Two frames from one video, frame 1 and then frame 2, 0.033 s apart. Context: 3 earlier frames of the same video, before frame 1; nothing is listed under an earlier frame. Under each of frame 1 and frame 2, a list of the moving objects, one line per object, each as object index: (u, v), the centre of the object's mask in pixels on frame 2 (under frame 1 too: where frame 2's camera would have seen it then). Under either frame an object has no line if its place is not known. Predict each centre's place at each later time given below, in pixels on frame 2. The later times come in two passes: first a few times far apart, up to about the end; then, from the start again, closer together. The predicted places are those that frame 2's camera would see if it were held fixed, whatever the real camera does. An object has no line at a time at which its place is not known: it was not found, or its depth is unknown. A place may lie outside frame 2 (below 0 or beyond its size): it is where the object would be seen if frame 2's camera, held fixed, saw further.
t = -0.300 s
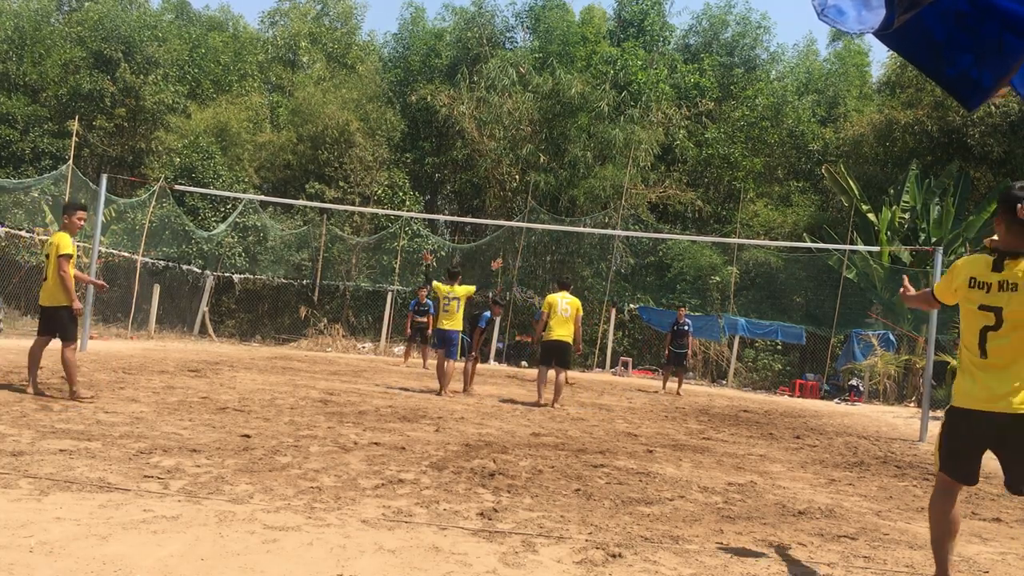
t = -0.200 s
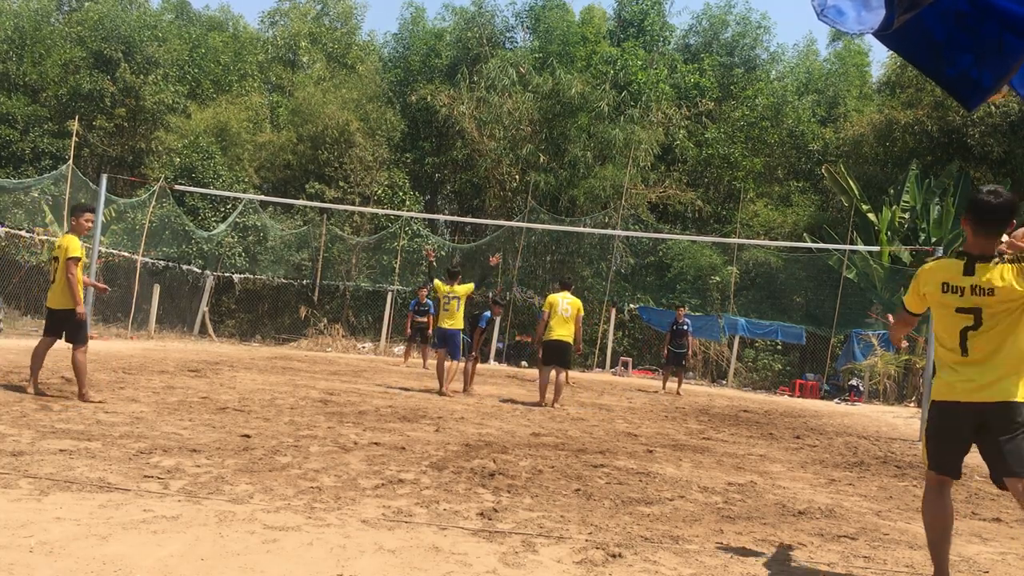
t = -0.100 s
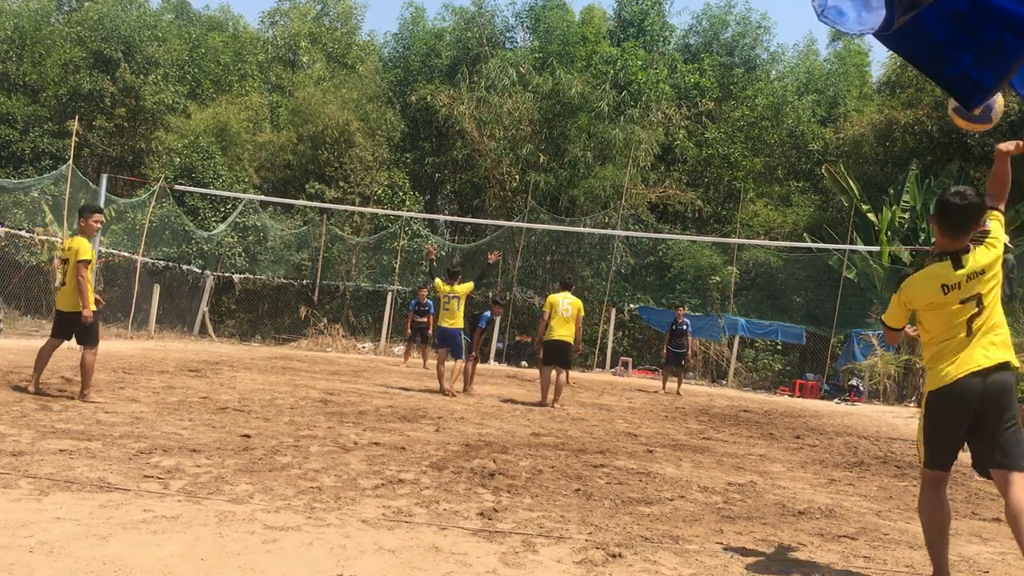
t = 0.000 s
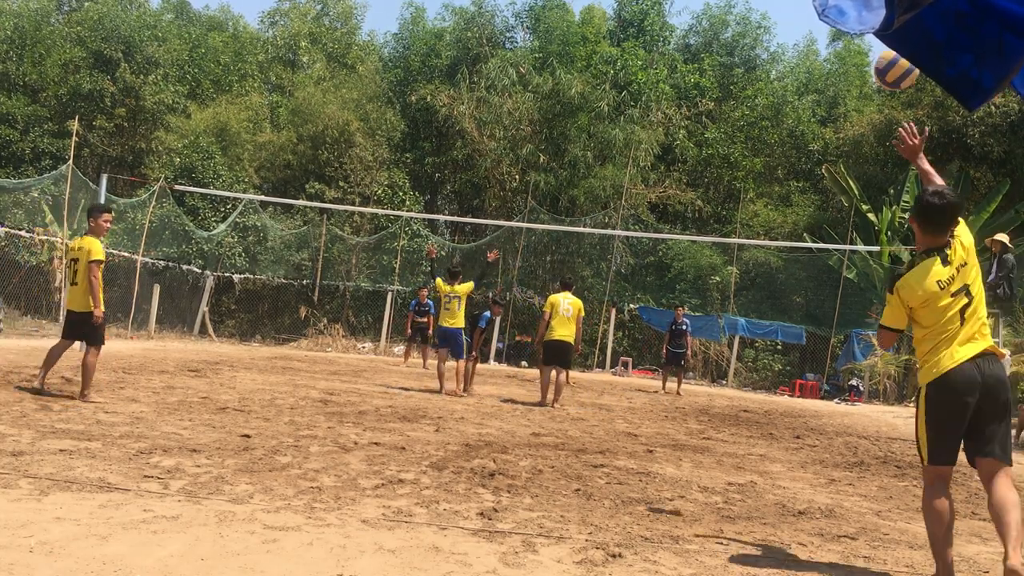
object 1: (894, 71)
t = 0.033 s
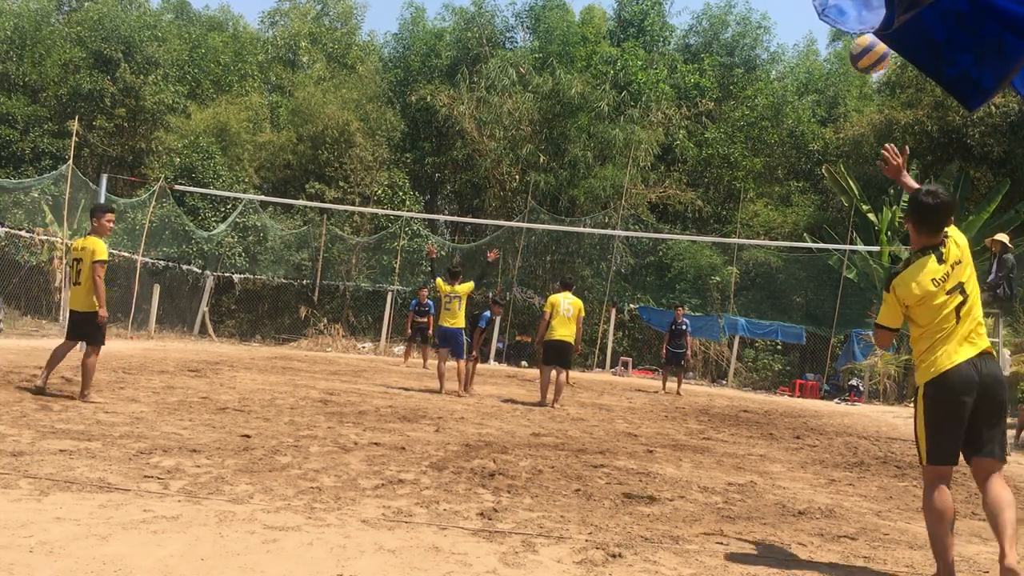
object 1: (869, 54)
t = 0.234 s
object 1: (761, 24)
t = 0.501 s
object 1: (679, 67)
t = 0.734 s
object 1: (630, 136)
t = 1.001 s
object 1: (589, 237)
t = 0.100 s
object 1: (823, 37)
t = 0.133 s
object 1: (806, 29)
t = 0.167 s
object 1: (790, 25)
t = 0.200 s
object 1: (775, 24)
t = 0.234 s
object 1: (761, 24)
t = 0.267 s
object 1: (748, 26)
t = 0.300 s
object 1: (737, 28)
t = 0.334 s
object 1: (726, 33)
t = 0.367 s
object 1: (715, 38)
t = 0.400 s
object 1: (705, 44)
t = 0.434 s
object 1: (696, 51)
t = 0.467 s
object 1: (687, 58)
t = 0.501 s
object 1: (679, 67)
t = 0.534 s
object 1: (671, 75)
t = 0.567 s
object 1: (663, 84)
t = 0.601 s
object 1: (656, 94)
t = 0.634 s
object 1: (649, 103)
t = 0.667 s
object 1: (643, 114)
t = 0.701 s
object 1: (636, 125)
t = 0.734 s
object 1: (630, 136)
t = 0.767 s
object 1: (625, 148)
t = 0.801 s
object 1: (619, 160)
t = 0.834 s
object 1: (613, 172)
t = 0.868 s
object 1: (608, 184)
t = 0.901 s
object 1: (603, 197)
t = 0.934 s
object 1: (598, 208)
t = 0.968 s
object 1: (594, 221)
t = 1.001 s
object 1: (589, 237)
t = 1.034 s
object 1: (585, 249)
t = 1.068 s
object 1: (580, 262)
